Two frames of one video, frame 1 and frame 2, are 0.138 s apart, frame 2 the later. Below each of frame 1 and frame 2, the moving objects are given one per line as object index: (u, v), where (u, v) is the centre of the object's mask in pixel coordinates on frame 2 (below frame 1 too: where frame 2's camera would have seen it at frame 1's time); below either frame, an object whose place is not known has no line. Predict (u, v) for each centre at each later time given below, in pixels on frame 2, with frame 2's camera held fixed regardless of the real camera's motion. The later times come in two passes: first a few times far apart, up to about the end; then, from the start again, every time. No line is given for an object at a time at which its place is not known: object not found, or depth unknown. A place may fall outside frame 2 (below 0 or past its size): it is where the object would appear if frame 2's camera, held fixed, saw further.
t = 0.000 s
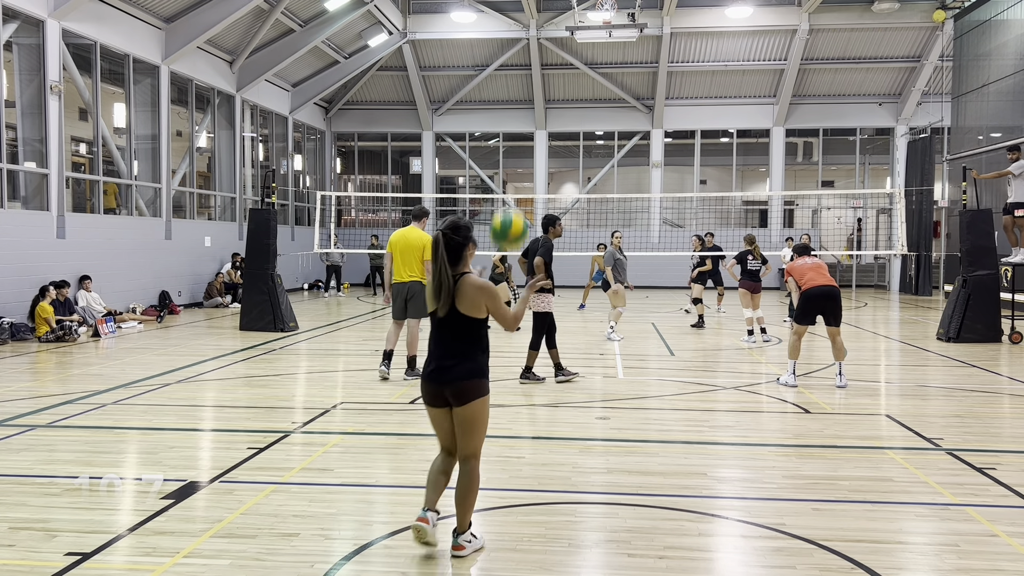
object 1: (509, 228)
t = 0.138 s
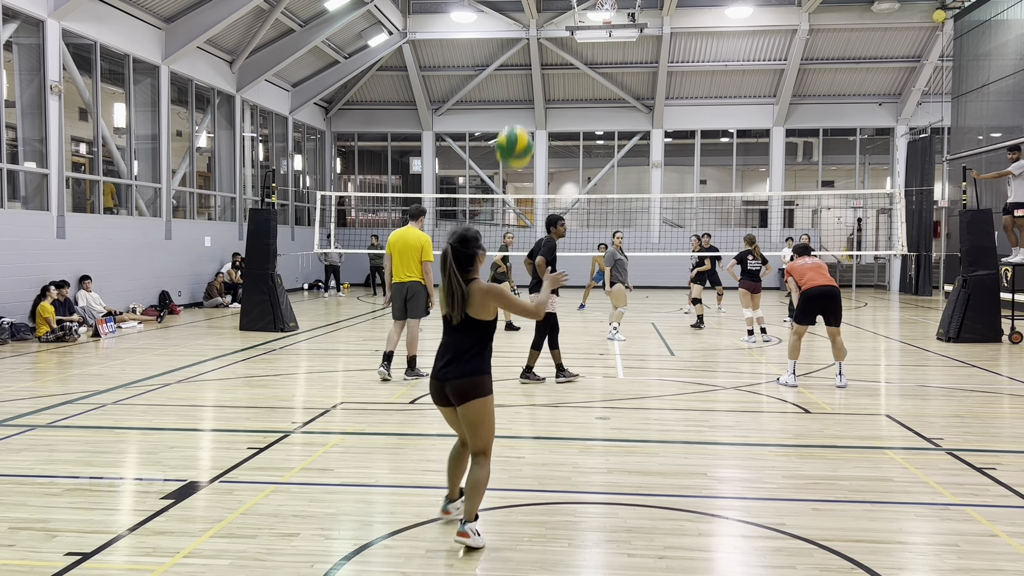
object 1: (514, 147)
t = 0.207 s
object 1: (517, 119)
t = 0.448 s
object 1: (526, 88)
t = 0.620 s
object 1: (530, 121)
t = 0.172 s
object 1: (516, 132)
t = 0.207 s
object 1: (517, 119)
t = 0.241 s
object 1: (518, 108)
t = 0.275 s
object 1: (520, 99)
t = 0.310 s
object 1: (521, 93)
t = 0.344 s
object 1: (522, 89)
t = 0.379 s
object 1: (523, 87)
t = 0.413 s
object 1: (524, 86)
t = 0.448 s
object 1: (526, 88)
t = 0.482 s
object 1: (527, 91)
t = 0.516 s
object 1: (528, 96)
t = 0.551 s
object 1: (529, 103)
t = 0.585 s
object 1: (530, 111)
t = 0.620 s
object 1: (530, 121)
